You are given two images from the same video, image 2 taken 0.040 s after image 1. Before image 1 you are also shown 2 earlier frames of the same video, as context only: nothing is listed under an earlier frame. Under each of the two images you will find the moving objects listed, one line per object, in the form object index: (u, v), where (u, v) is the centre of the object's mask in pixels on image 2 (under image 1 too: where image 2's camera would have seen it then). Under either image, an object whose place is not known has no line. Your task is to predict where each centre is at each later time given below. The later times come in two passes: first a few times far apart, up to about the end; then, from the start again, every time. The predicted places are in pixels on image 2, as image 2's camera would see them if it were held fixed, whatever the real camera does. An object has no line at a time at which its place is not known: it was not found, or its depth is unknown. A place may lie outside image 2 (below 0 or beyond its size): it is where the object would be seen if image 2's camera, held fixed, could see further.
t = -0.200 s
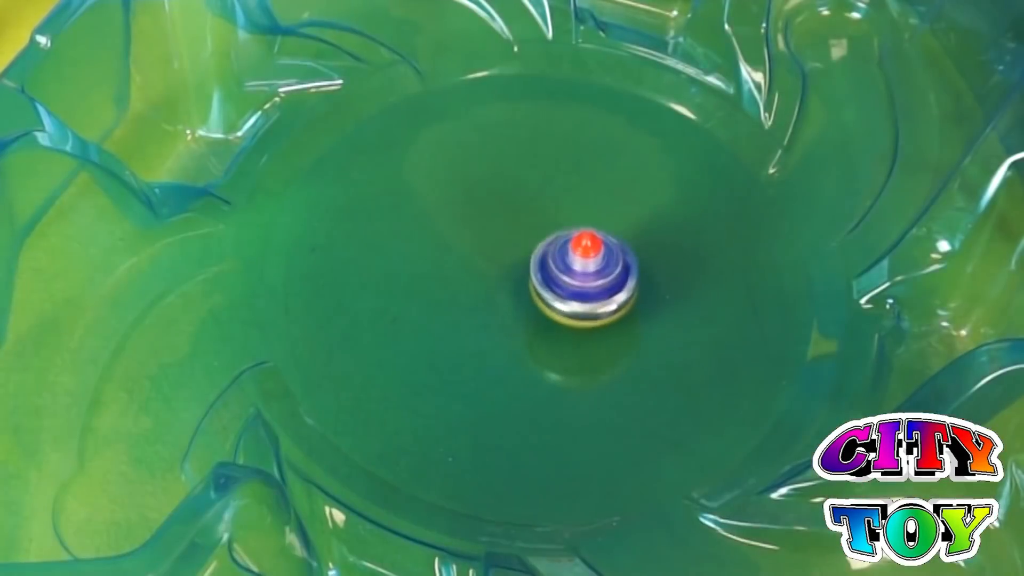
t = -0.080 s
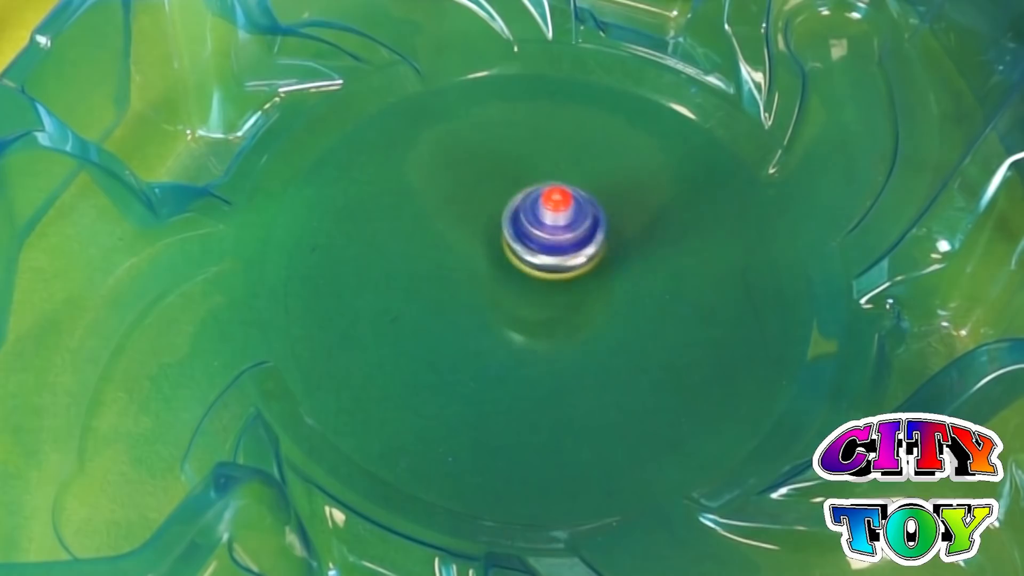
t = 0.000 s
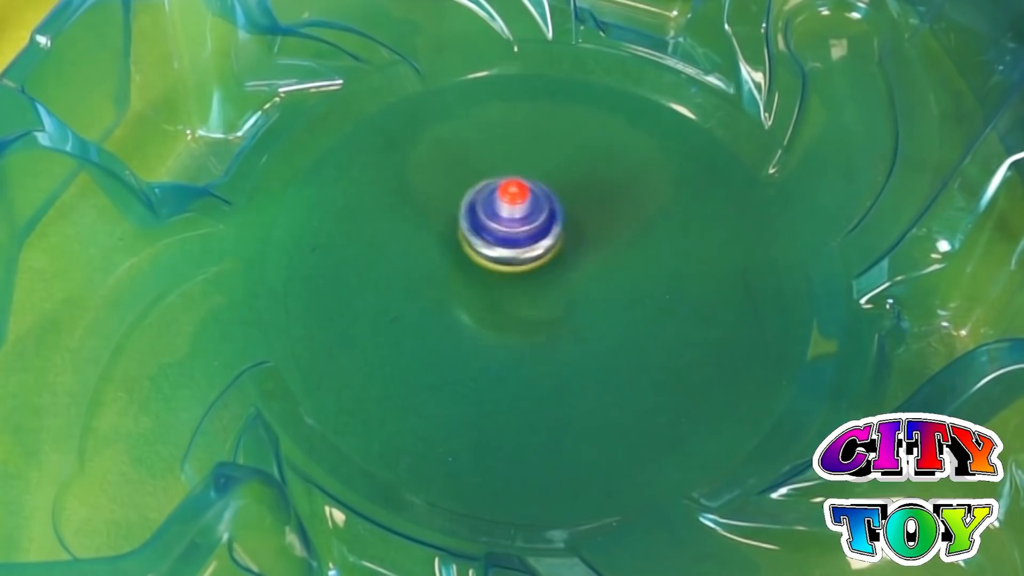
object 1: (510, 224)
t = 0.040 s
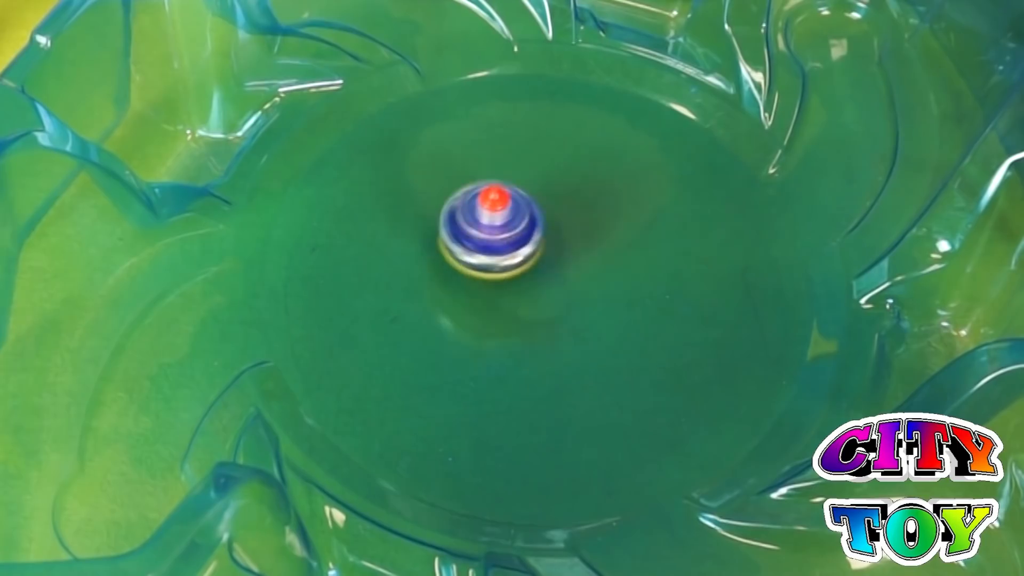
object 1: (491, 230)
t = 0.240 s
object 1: (475, 315)
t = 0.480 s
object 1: (588, 333)
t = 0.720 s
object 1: (587, 222)
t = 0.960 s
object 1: (447, 218)
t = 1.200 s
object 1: (443, 315)
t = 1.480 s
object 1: (592, 323)
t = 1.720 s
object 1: (582, 203)
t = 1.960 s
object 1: (456, 205)
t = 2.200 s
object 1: (459, 304)
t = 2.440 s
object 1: (603, 310)
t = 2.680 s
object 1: (589, 200)
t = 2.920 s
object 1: (482, 212)
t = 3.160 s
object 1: (522, 315)
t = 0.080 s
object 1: (475, 243)
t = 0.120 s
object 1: (465, 260)
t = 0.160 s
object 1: (461, 279)
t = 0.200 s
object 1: (465, 298)
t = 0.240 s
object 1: (475, 315)
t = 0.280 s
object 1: (490, 328)
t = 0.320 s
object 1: (509, 339)
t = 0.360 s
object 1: (529, 344)
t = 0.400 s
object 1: (550, 345)
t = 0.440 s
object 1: (570, 341)
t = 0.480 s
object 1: (588, 333)
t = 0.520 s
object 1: (602, 320)
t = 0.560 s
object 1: (612, 304)
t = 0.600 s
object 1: (615, 284)
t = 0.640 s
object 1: (612, 262)
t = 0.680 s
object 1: (603, 241)
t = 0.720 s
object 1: (587, 222)
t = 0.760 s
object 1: (565, 207)
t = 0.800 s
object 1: (540, 197)
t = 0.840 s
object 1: (513, 194)
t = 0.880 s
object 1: (487, 197)
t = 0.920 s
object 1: (465, 206)
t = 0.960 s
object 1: (447, 218)
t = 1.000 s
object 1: (434, 233)
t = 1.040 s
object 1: (425, 250)
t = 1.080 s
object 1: (423, 268)
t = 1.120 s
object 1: (425, 285)
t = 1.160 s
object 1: (432, 301)
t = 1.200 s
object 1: (443, 315)
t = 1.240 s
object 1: (460, 327)
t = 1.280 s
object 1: (479, 336)
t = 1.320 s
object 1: (501, 342)
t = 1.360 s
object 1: (525, 345)
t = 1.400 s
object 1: (549, 343)
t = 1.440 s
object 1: (572, 335)
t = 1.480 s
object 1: (592, 323)
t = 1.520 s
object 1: (607, 305)
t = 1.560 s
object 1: (615, 285)
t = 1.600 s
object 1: (617, 262)
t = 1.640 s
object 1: (612, 239)
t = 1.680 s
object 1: (600, 220)
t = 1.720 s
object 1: (582, 203)
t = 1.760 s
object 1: (561, 191)
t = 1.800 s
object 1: (537, 184)
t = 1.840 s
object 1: (512, 182)
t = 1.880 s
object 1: (491, 186)
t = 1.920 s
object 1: (471, 194)
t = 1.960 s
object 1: (456, 205)
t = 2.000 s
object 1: (444, 219)
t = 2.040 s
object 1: (437, 234)
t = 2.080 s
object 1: (434, 251)
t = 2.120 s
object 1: (437, 269)
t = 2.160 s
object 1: (445, 287)
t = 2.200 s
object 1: (459, 304)
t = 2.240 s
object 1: (478, 317)
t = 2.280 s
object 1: (502, 327)
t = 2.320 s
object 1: (530, 332)
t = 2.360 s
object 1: (557, 331)
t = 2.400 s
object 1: (583, 323)
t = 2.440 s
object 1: (603, 310)
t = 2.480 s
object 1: (617, 291)
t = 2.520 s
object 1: (623, 271)
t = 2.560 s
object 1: (623, 249)
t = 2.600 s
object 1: (617, 230)
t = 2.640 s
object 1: (605, 213)
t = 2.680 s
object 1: (589, 200)
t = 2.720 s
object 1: (570, 191)
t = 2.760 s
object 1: (551, 186)
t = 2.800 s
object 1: (531, 186)
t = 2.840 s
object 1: (512, 190)
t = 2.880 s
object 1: (495, 200)
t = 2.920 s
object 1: (482, 212)
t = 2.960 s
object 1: (472, 228)
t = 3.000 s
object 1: (468, 245)
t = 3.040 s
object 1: (469, 266)
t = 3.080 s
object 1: (479, 286)
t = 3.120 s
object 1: (497, 304)
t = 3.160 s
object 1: (522, 315)
